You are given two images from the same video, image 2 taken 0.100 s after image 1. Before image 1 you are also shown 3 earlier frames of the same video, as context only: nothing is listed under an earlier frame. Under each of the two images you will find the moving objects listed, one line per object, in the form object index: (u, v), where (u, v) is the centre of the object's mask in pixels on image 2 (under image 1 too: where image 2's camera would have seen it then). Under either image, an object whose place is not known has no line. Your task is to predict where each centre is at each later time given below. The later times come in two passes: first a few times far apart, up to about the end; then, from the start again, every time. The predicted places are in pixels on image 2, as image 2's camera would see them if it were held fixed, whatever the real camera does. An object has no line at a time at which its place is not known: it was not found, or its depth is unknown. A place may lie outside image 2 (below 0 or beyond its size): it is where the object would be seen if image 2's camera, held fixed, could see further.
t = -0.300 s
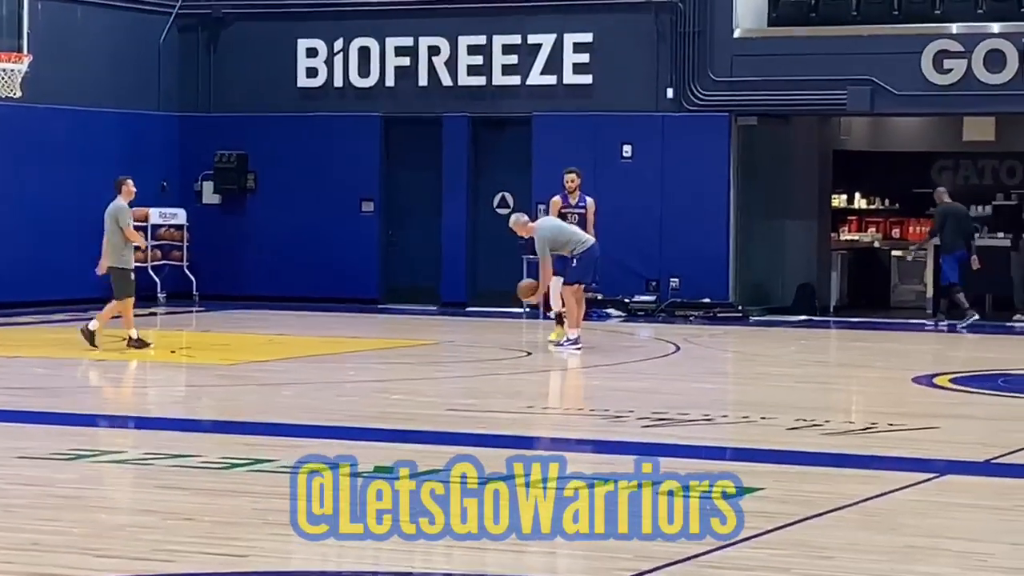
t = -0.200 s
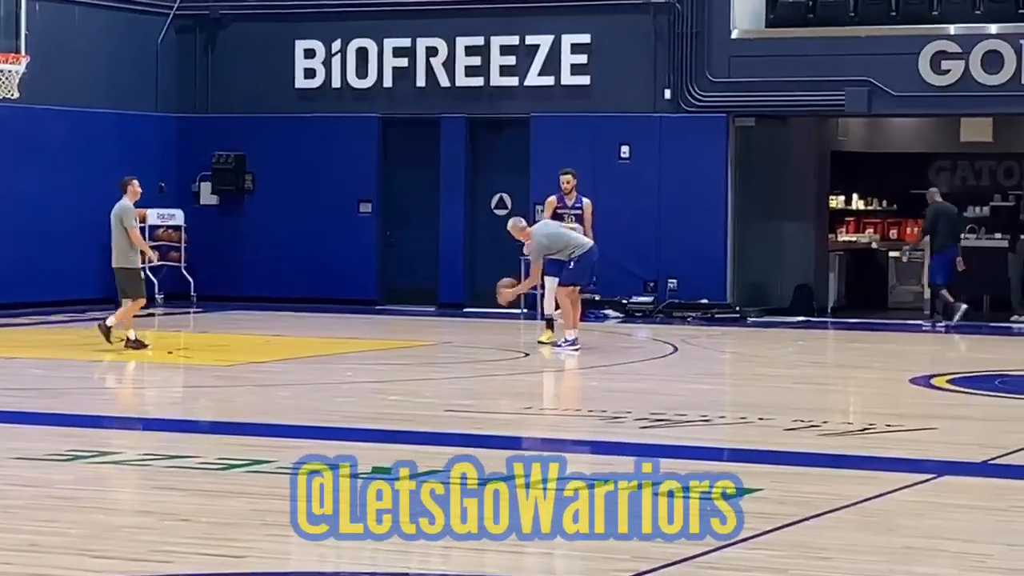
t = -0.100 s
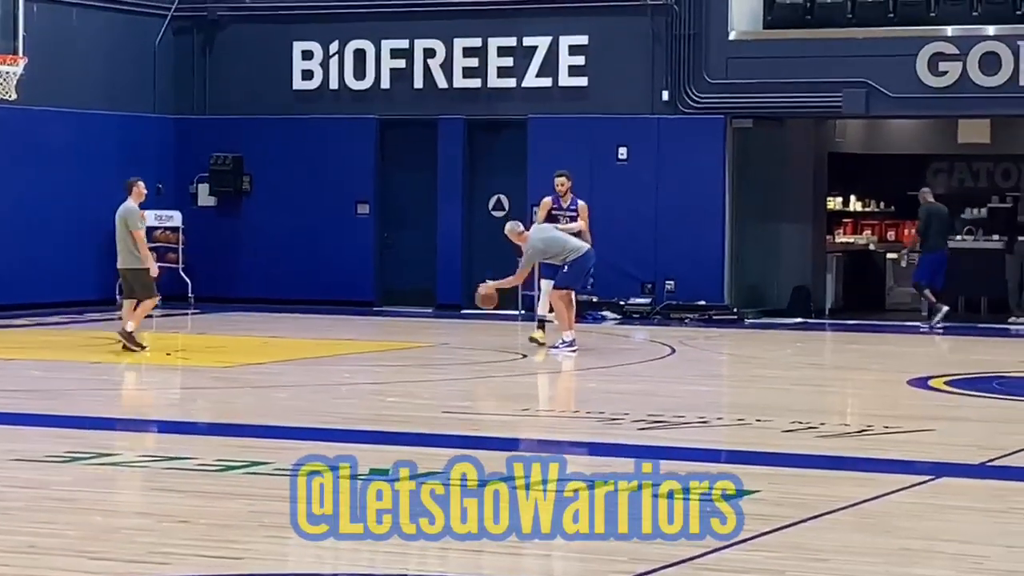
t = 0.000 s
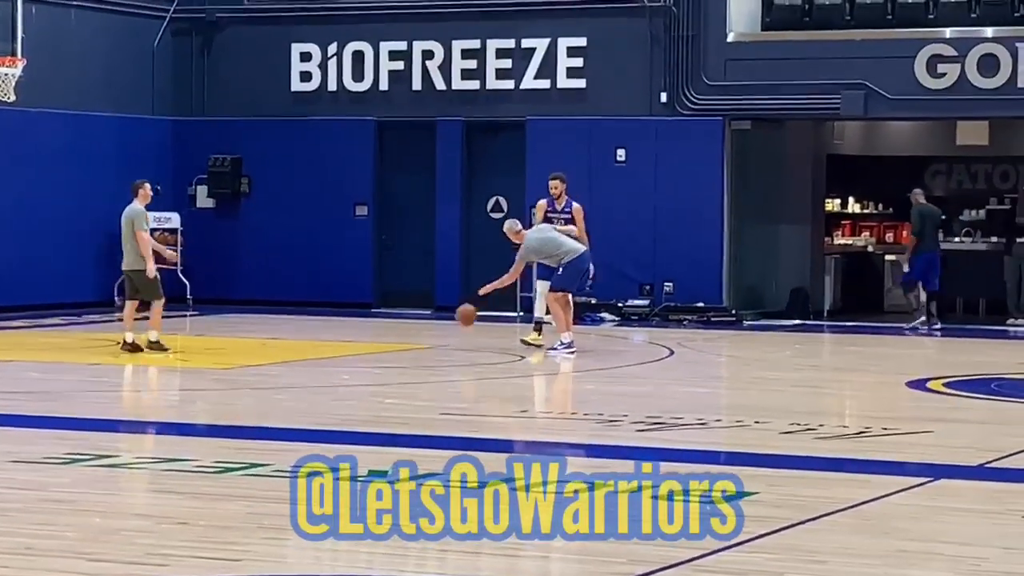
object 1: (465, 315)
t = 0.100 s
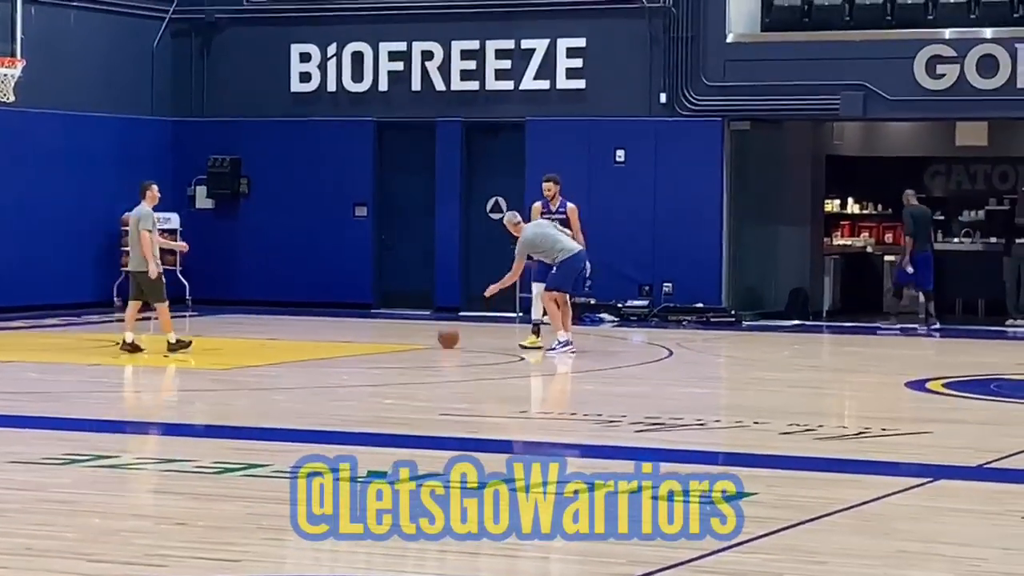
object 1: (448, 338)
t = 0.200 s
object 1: (440, 316)
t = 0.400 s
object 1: (423, 302)
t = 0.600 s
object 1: (407, 322)
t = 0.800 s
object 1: (390, 313)
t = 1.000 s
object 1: (374, 312)
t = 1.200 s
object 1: (358, 324)
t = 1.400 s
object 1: (343, 315)
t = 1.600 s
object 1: (327, 324)
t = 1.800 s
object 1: (312, 319)
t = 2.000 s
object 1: (297, 321)
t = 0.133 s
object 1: (445, 329)
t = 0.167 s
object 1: (442, 321)
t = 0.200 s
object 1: (440, 316)
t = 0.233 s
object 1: (437, 311)
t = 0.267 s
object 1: (434, 307)
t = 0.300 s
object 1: (432, 304)
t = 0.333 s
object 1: (429, 303)
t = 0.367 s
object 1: (426, 302)
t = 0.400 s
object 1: (423, 302)
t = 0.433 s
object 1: (421, 303)
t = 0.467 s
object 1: (418, 305)
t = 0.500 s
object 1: (415, 308)
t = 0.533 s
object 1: (412, 311)
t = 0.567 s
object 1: (409, 316)
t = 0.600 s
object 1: (407, 322)
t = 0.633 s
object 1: (404, 328)
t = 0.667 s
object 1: (401, 335)
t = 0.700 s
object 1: (399, 327)
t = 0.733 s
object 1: (396, 321)
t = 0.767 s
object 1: (393, 316)
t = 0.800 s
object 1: (390, 313)
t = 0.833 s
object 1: (388, 311)
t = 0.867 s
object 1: (385, 309)
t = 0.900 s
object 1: (382, 309)
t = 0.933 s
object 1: (380, 309)
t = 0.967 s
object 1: (377, 310)
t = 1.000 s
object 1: (374, 312)
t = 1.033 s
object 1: (371, 315)
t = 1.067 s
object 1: (369, 320)
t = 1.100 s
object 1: (366, 325)
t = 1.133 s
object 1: (363, 332)
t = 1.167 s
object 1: (361, 330)
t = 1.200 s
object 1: (358, 324)
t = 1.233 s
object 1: (356, 320)
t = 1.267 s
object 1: (353, 317)
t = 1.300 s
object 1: (350, 315)
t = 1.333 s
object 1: (348, 314)
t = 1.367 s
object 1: (345, 314)
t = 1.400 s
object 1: (343, 315)
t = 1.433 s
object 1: (340, 317)
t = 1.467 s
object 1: (337, 320)
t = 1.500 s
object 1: (335, 323)
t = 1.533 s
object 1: (332, 330)
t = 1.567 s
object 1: (329, 330)
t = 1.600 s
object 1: (327, 324)
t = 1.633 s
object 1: (325, 321)
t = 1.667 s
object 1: (322, 318)
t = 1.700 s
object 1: (319, 317)
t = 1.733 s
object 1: (317, 317)
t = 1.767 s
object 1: (314, 317)
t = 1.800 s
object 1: (312, 319)
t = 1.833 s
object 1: (309, 321)
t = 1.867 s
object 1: (307, 325)
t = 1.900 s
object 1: (304, 329)
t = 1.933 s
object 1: (302, 326)
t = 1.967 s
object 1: (300, 323)
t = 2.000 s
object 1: (297, 321)
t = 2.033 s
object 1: (295, 319)
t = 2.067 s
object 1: (292, 319)
